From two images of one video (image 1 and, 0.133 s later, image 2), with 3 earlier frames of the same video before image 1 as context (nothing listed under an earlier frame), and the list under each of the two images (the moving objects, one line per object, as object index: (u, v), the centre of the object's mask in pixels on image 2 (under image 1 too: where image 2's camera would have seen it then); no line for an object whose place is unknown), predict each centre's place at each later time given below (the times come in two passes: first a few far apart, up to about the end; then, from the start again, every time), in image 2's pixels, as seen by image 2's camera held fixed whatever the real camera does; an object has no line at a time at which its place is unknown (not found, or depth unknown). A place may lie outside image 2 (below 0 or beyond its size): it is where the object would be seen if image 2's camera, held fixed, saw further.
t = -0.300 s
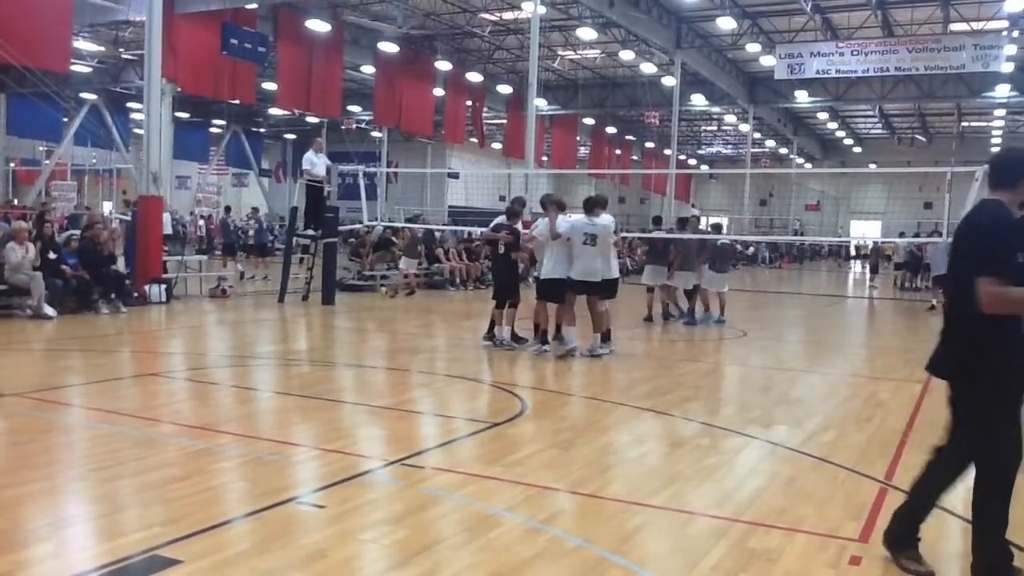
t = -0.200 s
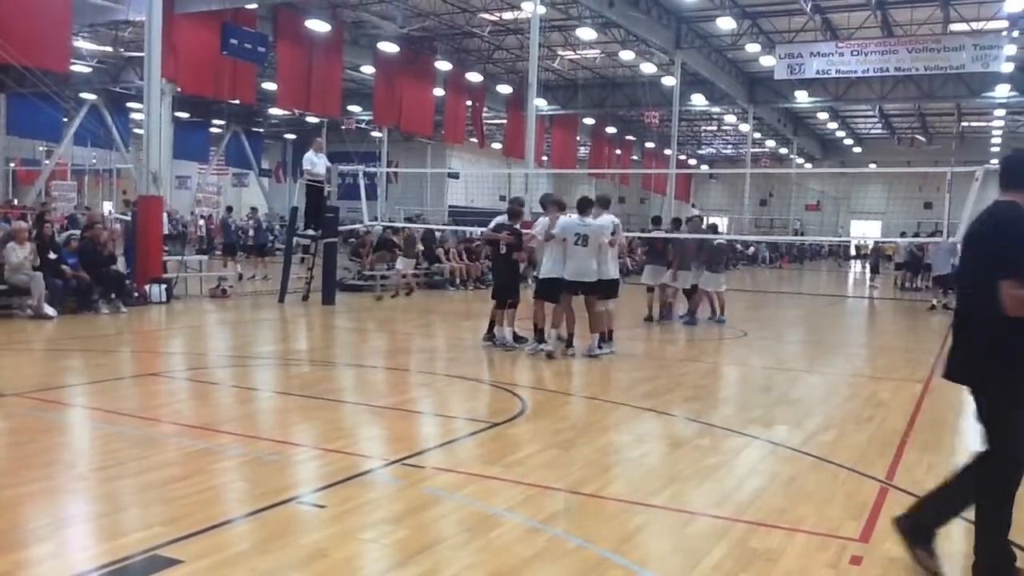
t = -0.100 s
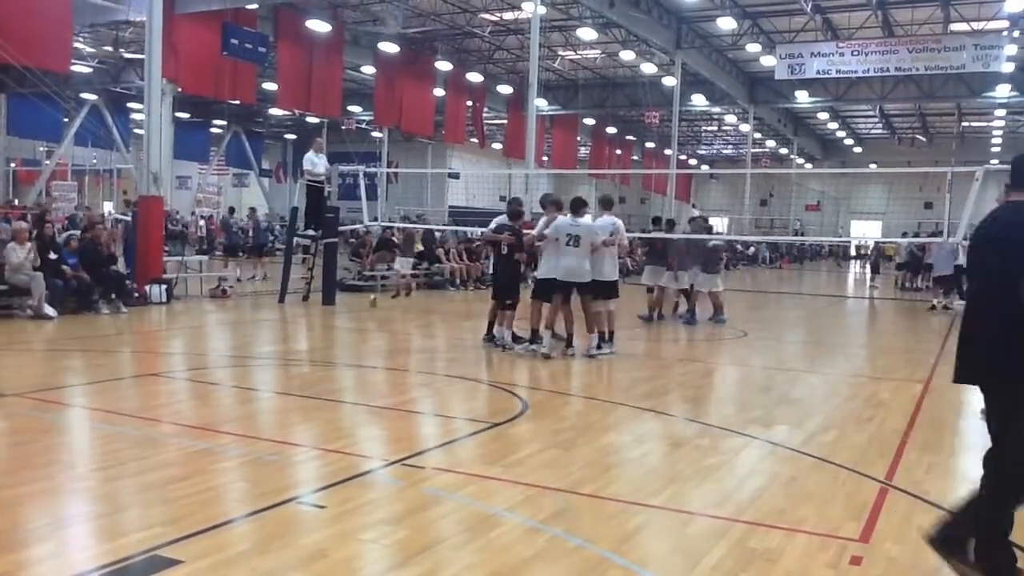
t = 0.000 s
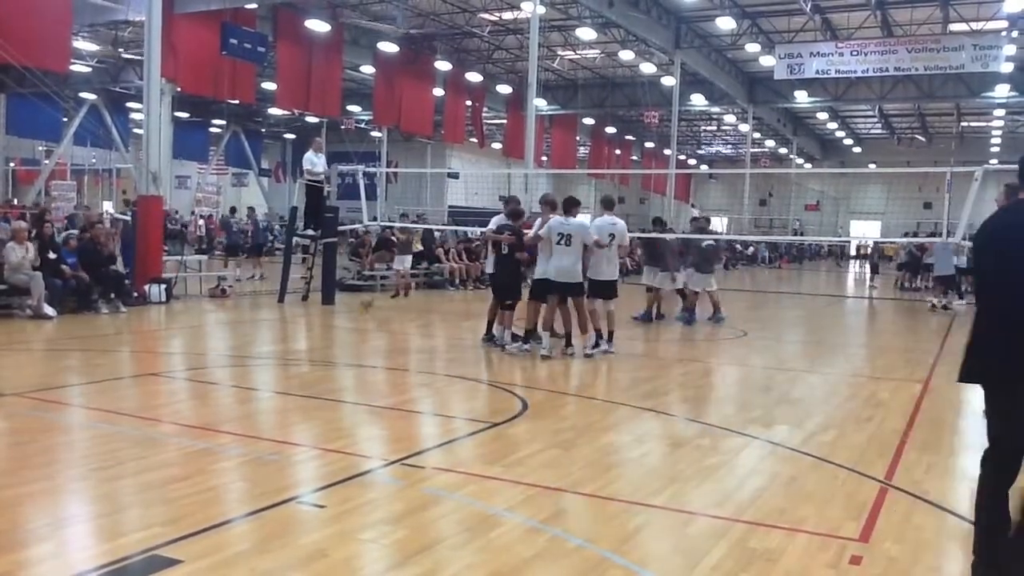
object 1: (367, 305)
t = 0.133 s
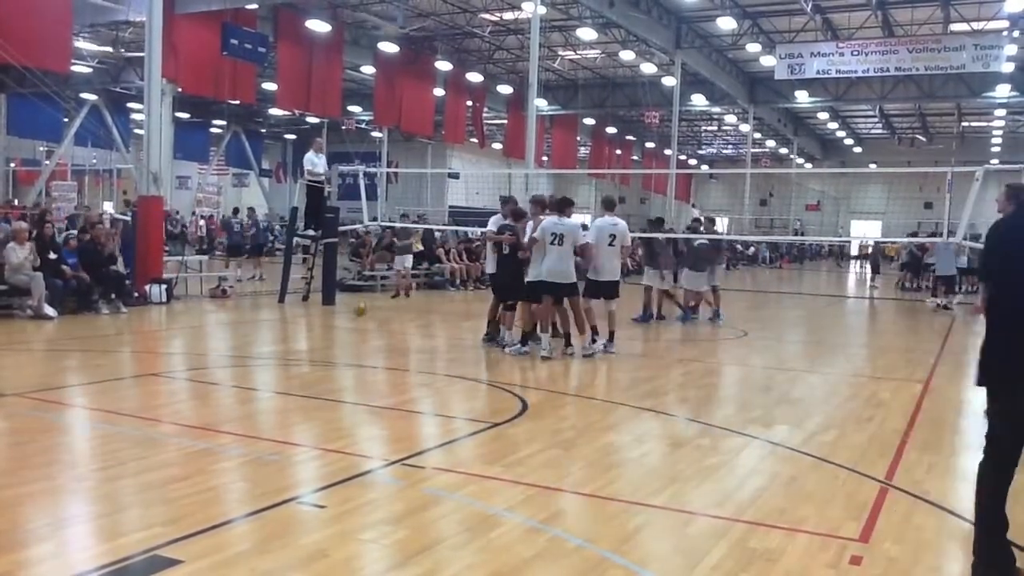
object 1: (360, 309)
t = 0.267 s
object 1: (353, 315)
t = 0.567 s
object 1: (336, 328)
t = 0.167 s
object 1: (358, 310)
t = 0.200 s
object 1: (357, 312)
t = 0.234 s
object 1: (355, 313)
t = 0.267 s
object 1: (353, 315)
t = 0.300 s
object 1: (351, 320)
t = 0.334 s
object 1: (349, 319)
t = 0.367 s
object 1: (348, 318)
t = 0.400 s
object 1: (346, 319)
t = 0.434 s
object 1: (344, 322)
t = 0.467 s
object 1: (342, 326)
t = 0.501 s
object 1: (339, 327)
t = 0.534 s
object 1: (338, 328)
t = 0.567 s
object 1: (336, 328)
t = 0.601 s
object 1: (333, 330)
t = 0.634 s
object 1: (330, 335)
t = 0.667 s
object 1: (328, 336)
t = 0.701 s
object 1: (327, 337)
